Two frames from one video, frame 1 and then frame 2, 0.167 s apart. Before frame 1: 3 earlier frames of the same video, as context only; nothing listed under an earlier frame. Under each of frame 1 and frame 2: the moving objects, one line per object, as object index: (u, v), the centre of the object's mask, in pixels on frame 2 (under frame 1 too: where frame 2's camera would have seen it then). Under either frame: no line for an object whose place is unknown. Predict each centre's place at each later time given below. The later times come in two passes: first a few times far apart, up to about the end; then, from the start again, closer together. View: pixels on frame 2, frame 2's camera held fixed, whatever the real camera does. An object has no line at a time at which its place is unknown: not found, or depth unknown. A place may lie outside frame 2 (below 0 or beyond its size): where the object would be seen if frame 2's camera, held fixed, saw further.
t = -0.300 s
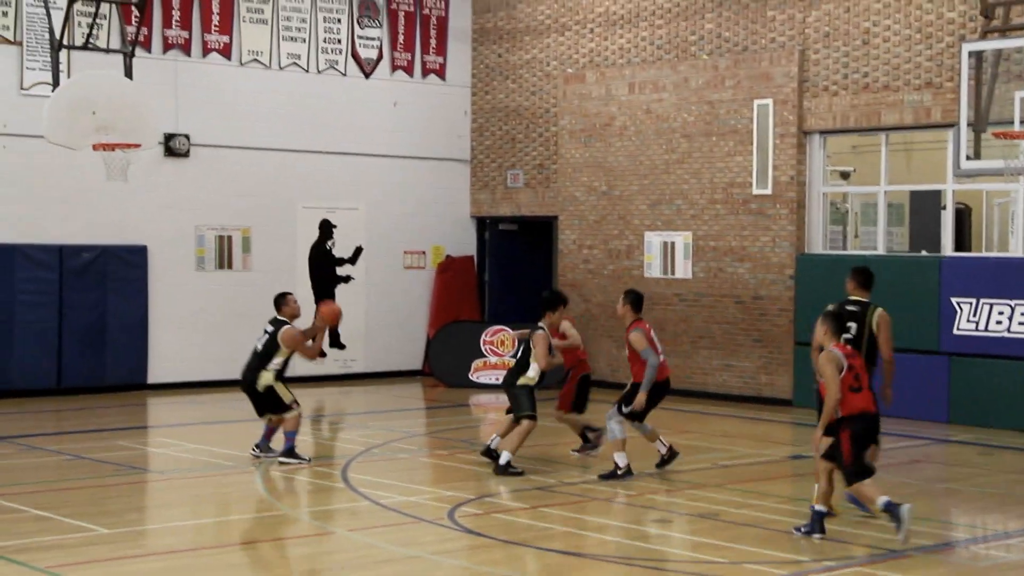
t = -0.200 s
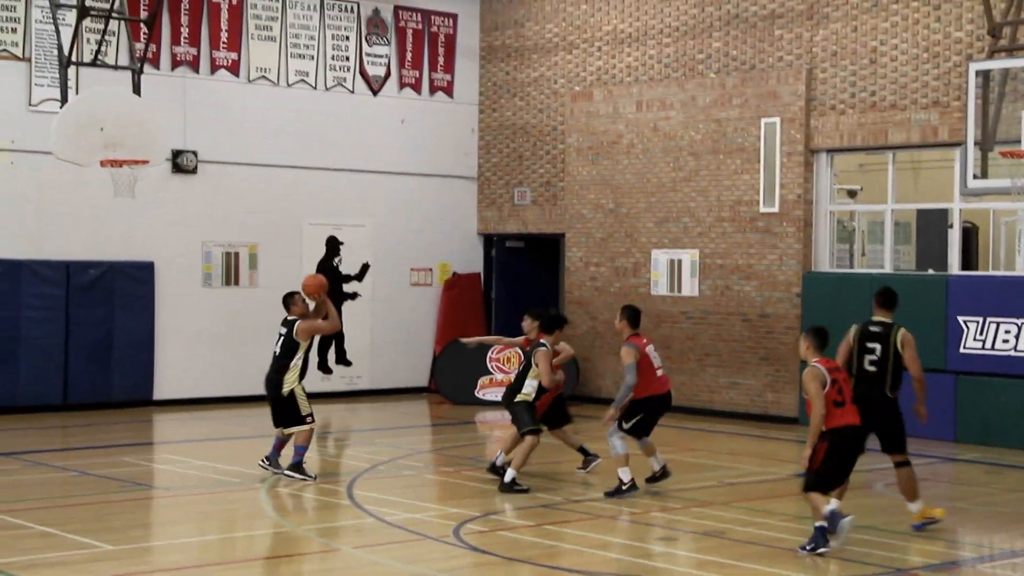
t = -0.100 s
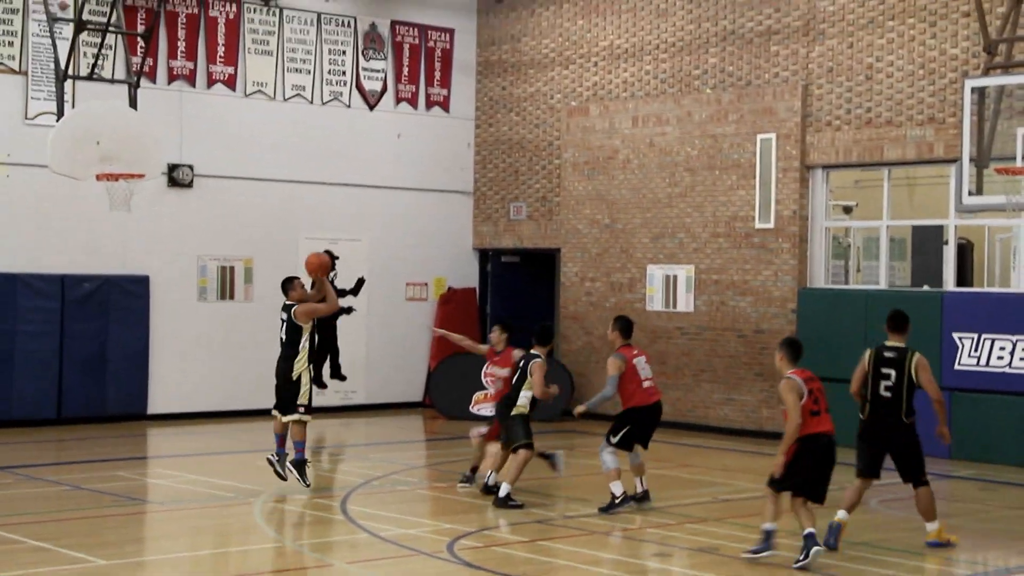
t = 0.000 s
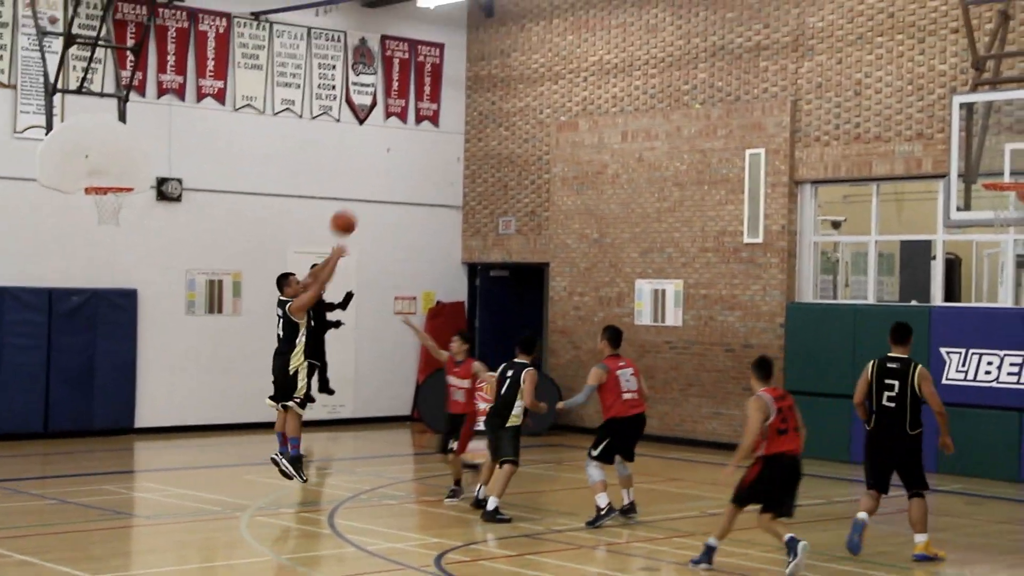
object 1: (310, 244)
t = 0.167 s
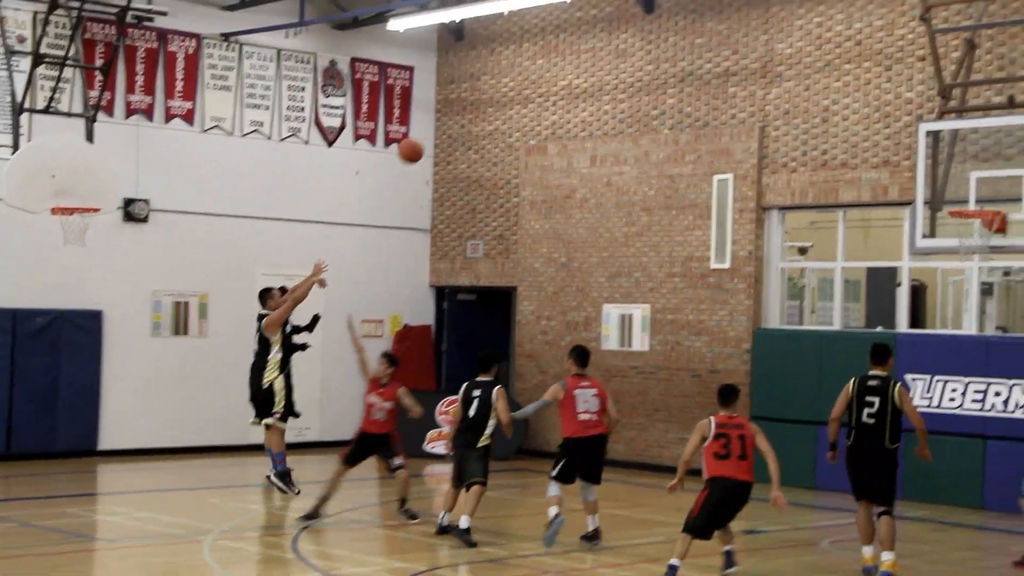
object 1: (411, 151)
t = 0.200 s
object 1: (430, 135)
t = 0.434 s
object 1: (564, 62)
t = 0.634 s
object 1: (674, 41)
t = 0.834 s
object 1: (785, 64)
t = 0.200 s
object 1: (430, 135)
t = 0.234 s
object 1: (449, 121)
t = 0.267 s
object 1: (468, 108)
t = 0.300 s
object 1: (488, 97)
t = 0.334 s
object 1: (507, 86)
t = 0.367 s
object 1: (525, 77)
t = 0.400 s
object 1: (544, 69)
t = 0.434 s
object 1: (564, 62)
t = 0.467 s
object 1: (582, 56)
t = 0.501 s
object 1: (600, 50)
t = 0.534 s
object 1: (619, 47)
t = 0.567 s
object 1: (638, 44)
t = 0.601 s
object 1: (656, 42)
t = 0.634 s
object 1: (674, 41)
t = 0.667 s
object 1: (693, 42)
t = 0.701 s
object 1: (711, 44)
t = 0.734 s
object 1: (730, 48)
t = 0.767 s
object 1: (748, 51)
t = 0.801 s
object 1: (767, 58)
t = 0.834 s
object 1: (785, 64)
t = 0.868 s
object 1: (802, 72)
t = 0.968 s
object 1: (858, 102)
